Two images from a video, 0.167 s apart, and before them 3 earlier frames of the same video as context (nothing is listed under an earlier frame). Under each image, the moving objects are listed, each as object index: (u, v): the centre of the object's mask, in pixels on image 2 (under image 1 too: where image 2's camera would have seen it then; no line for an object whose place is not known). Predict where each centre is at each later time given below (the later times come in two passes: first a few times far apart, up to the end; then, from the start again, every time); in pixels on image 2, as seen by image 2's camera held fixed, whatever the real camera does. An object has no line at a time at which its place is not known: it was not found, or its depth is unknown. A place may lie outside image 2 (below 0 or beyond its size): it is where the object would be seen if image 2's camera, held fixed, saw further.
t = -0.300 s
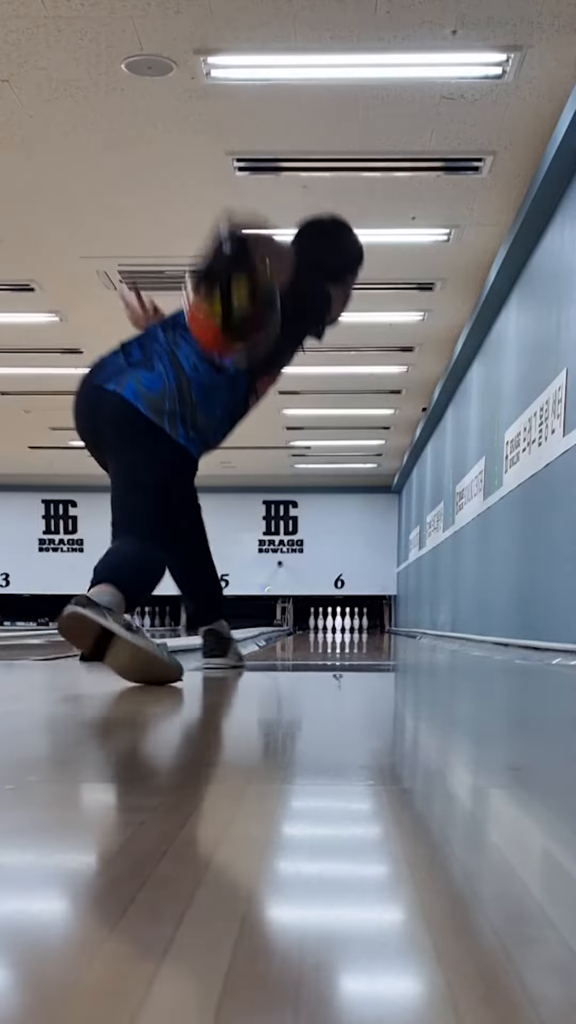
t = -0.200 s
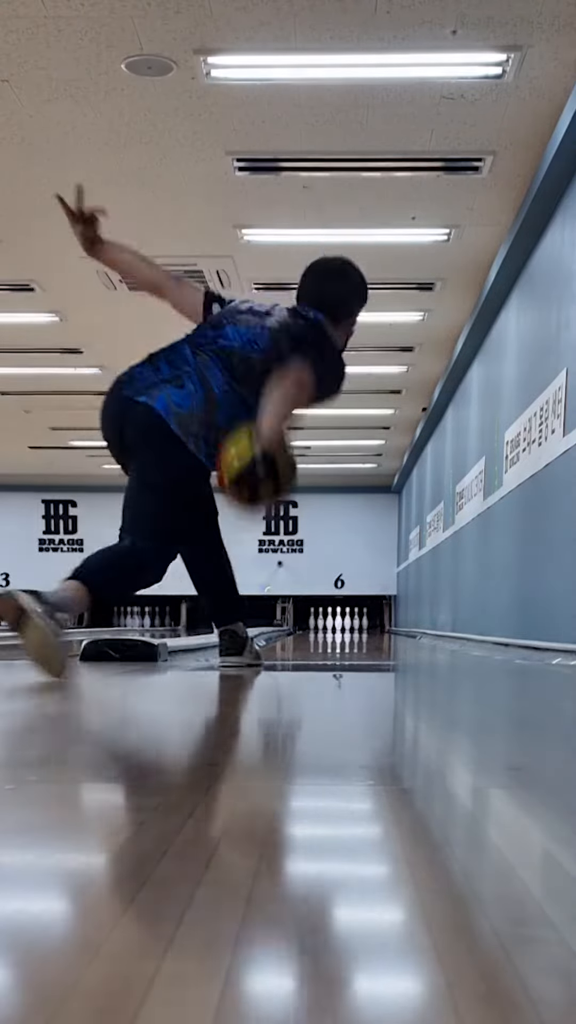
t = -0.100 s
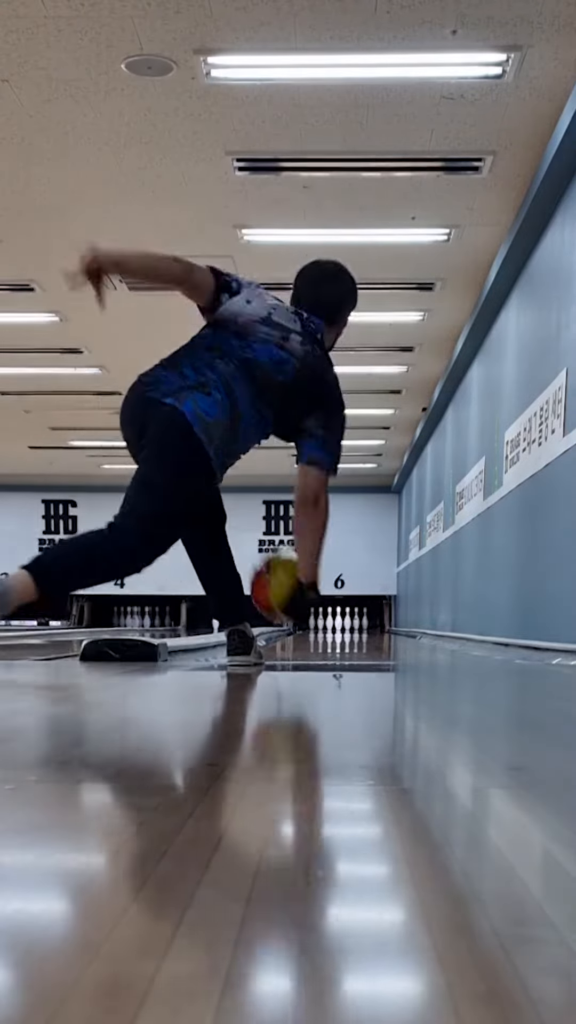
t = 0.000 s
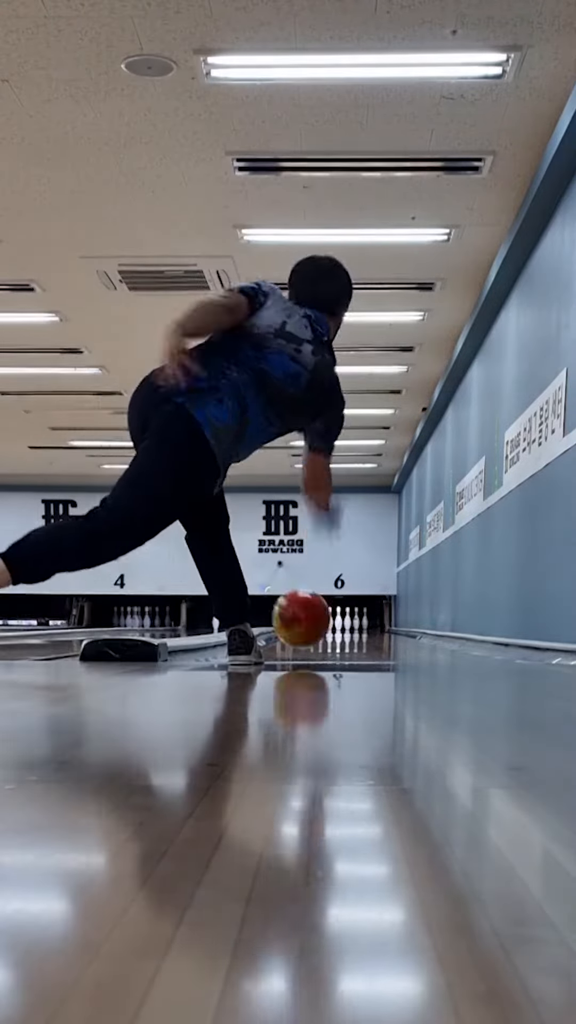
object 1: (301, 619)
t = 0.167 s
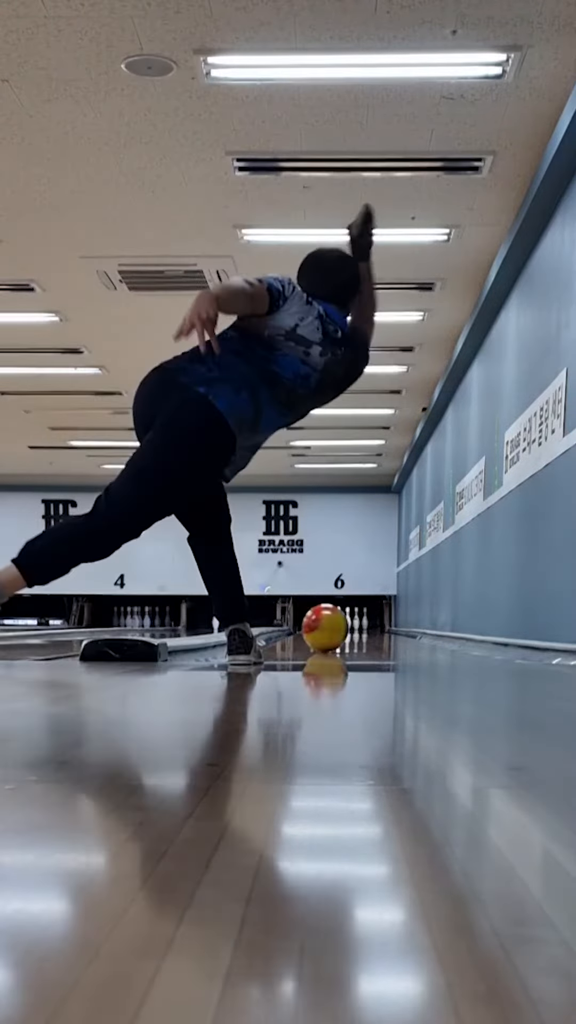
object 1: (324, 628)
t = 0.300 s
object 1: (338, 627)
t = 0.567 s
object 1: (354, 627)
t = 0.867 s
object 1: (364, 626)
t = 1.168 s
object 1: (368, 625)
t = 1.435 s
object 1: (369, 625)
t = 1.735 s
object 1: (368, 625)
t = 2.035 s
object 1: (362, 625)
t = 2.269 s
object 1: (354, 627)
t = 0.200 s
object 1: (329, 628)
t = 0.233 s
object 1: (332, 627)
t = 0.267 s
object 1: (335, 628)
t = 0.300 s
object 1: (338, 627)
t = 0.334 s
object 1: (341, 627)
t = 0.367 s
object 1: (343, 627)
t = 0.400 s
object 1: (344, 627)
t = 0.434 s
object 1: (347, 626)
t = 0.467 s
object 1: (349, 627)
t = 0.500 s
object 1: (350, 627)
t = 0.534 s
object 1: (352, 626)
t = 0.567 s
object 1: (354, 627)
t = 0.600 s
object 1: (356, 626)
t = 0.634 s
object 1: (357, 626)
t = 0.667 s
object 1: (358, 626)
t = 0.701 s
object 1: (359, 626)
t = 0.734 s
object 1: (360, 626)
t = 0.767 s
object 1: (361, 626)
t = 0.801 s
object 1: (362, 626)
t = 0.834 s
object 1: (363, 626)
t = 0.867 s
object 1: (364, 626)
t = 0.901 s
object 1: (364, 626)
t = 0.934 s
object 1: (365, 625)
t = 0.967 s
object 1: (366, 626)
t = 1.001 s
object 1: (366, 626)
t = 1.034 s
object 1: (368, 625)
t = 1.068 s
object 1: (368, 625)
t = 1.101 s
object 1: (368, 625)
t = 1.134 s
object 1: (368, 625)
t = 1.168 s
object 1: (368, 625)
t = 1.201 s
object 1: (369, 625)
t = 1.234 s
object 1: (369, 625)
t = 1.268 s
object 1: (368, 625)
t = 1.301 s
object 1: (368, 625)
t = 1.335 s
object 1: (369, 625)
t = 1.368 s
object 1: (369, 625)
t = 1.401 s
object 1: (369, 624)
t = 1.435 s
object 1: (369, 625)
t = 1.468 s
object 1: (370, 625)
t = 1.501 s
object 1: (369, 625)
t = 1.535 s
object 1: (368, 624)
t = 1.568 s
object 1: (368, 625)
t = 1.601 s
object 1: (369, 624)
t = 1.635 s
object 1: (369, 625)
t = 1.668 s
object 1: (367, 624)
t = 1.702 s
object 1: (366, 625)
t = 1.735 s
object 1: (368, 625)
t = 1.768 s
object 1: (368, 625)
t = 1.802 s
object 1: (366, 625)
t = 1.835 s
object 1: (363, 625)
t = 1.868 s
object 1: (366, 626)
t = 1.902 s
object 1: (365, 625)
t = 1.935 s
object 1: (365, 625)
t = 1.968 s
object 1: (361, 626)
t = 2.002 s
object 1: (363, 626)
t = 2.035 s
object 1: (362, 625)
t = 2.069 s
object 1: (362, 625)
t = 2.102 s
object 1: (360, 625)
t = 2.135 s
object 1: (359, 626)
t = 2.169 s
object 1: (358, 625)
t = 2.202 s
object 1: (357, 625)
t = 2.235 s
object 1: (355, 626)
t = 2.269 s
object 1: (354, 627)
